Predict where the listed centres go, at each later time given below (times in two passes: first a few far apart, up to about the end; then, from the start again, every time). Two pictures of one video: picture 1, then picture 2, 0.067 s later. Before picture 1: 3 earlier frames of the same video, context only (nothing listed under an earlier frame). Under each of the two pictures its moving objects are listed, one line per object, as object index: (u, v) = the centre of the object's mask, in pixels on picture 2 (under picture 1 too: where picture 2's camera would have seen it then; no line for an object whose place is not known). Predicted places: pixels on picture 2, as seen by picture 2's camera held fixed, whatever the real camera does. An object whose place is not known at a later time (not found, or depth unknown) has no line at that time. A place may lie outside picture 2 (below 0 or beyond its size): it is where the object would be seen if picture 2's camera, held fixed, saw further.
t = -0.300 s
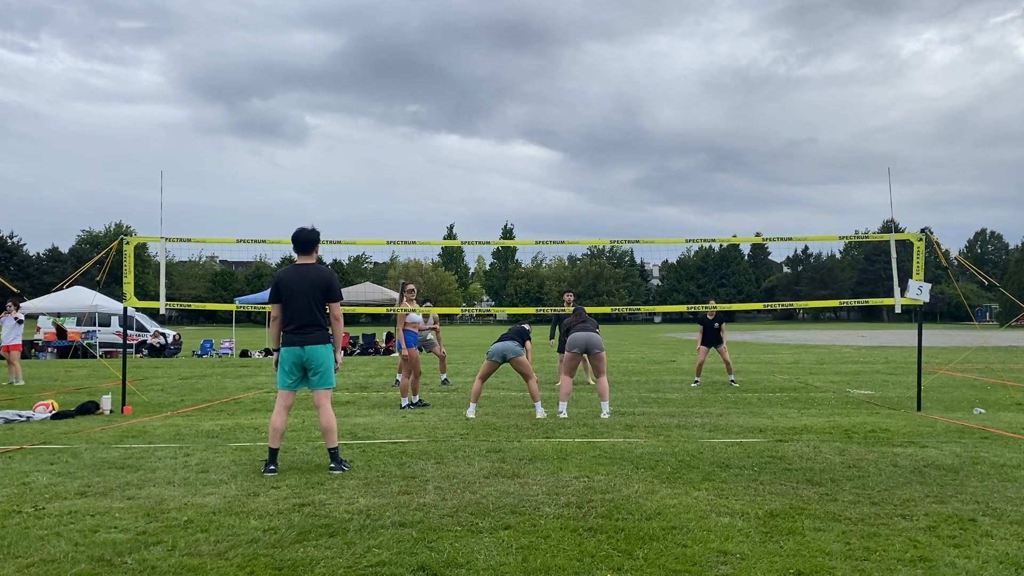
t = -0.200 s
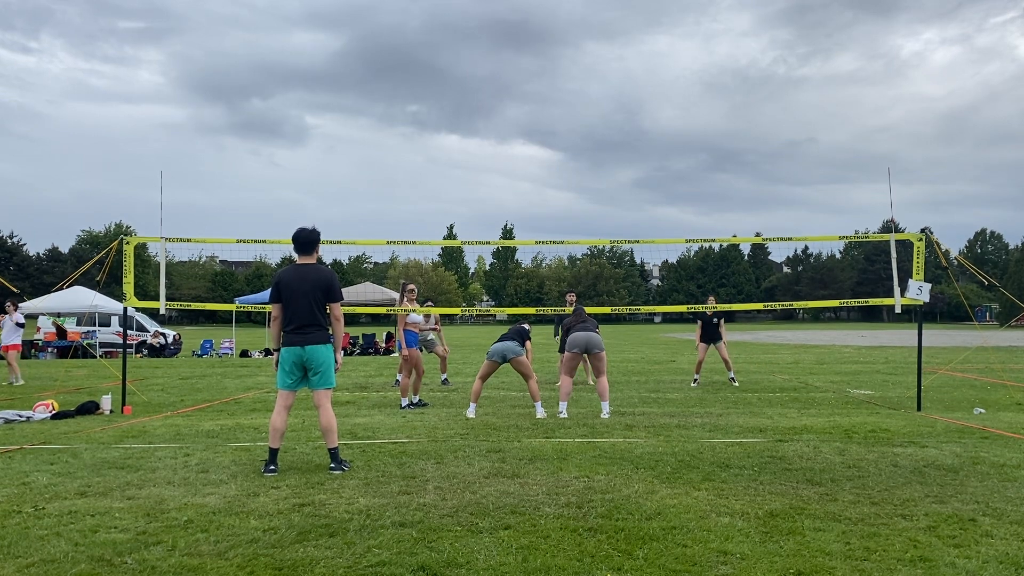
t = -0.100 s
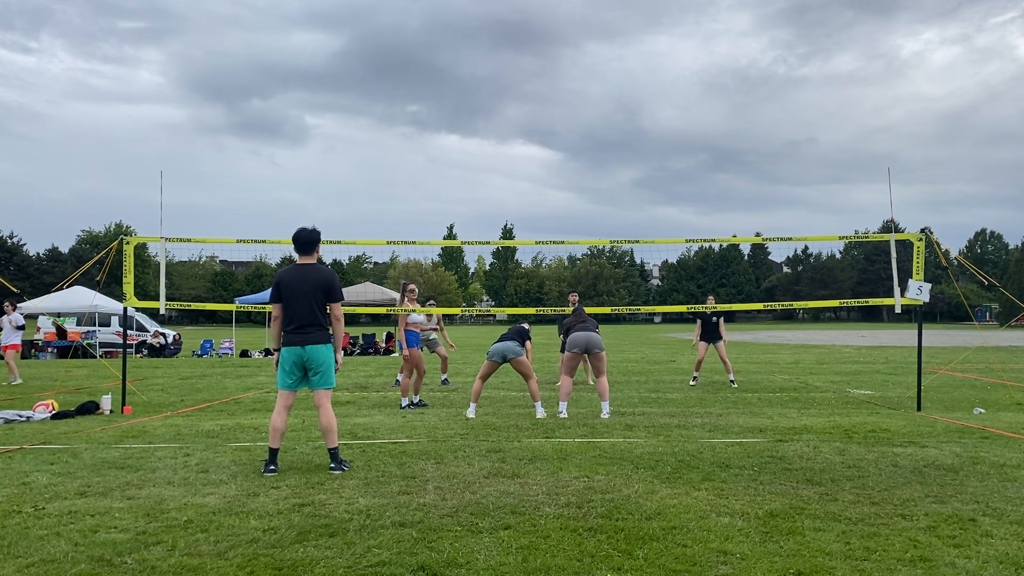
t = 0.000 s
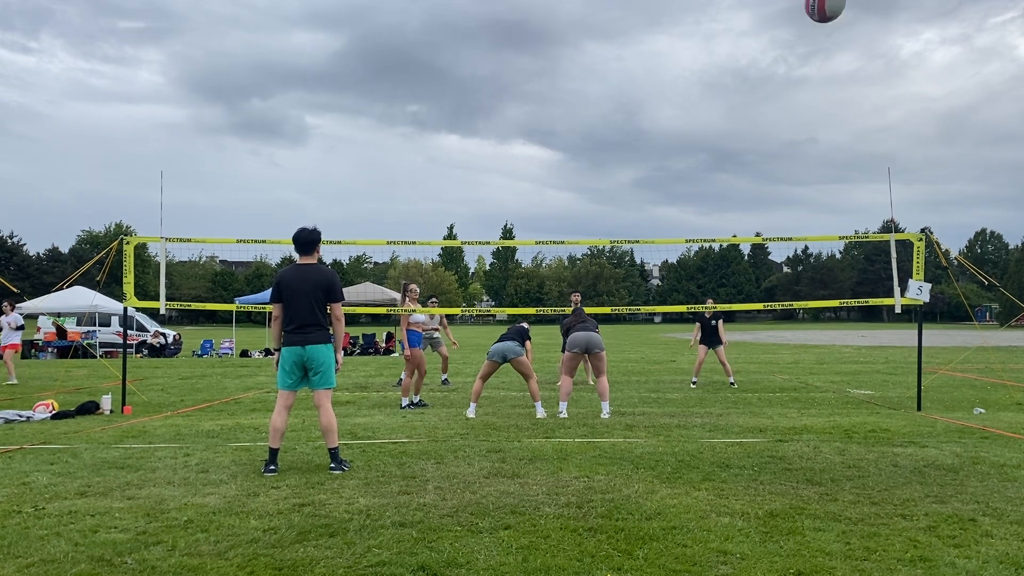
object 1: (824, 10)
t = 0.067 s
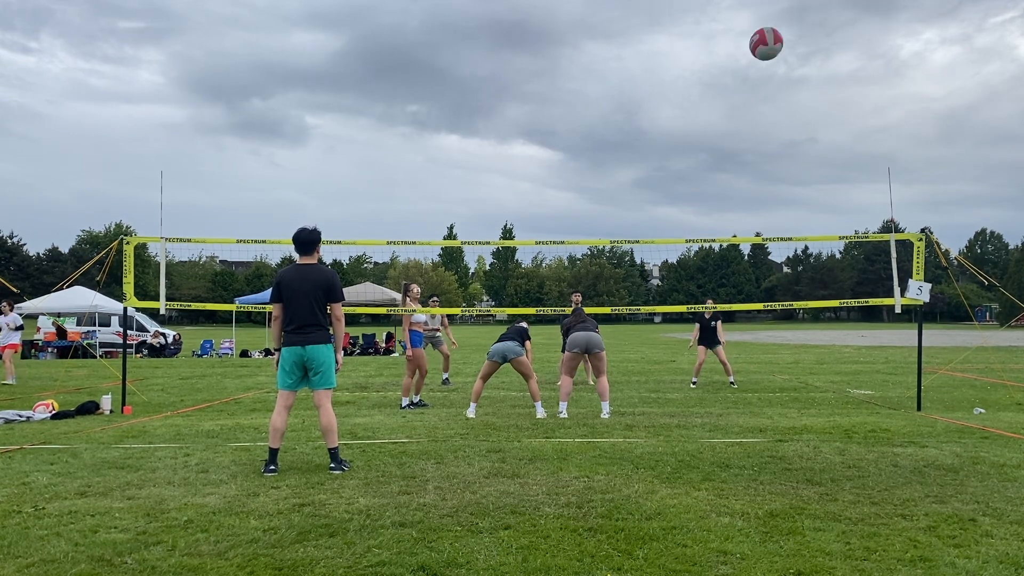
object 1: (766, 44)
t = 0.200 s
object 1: (698, 104)
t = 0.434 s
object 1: (643, 180)
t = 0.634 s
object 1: (624, 236)
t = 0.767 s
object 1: (617, 279)
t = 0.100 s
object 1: (744, 61)
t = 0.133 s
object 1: (726, 76)
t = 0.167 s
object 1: (711, 91)
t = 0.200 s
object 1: (698, 104)
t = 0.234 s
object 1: (687, 116)
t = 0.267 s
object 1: (677, 128)
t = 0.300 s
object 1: (669, 139)
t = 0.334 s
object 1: (661, 150)
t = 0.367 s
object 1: (654, 160)
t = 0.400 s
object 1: (648, 170)
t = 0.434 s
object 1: (643, 180)
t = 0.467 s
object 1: (639, 189)
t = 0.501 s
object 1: (635, 199)
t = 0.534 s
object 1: (631, 208)
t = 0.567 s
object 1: (629, 218)
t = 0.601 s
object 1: (626, 228)
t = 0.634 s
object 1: (624, 236)
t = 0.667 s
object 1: (622, 250)
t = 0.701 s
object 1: (620, 258)
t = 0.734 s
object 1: (619, 268)
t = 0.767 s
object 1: (617, 279)
